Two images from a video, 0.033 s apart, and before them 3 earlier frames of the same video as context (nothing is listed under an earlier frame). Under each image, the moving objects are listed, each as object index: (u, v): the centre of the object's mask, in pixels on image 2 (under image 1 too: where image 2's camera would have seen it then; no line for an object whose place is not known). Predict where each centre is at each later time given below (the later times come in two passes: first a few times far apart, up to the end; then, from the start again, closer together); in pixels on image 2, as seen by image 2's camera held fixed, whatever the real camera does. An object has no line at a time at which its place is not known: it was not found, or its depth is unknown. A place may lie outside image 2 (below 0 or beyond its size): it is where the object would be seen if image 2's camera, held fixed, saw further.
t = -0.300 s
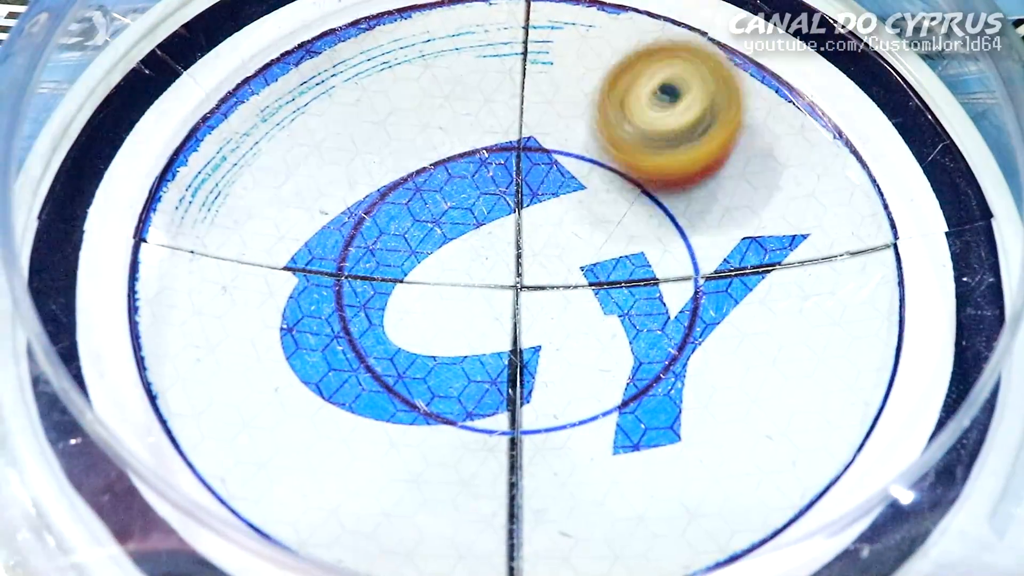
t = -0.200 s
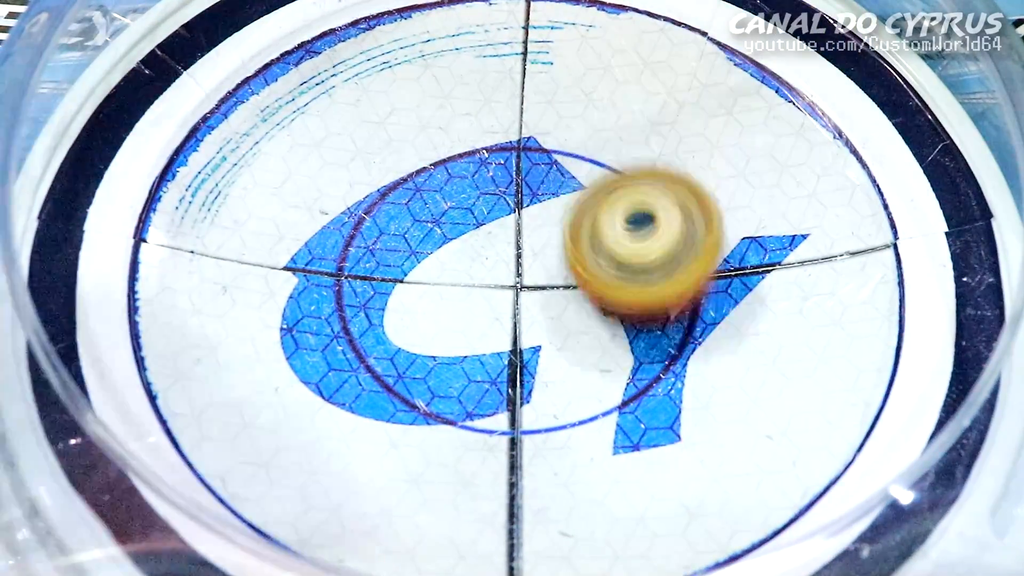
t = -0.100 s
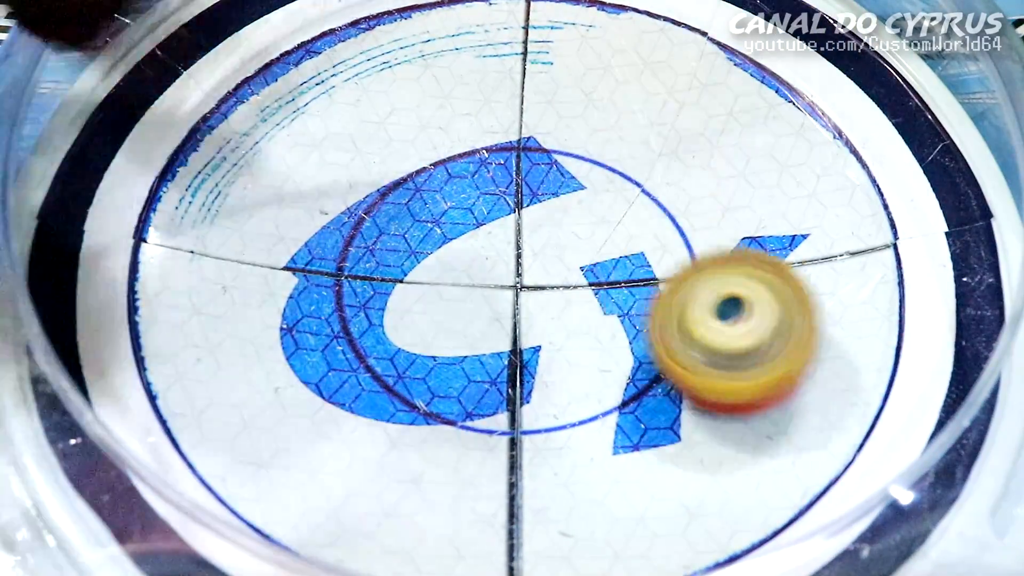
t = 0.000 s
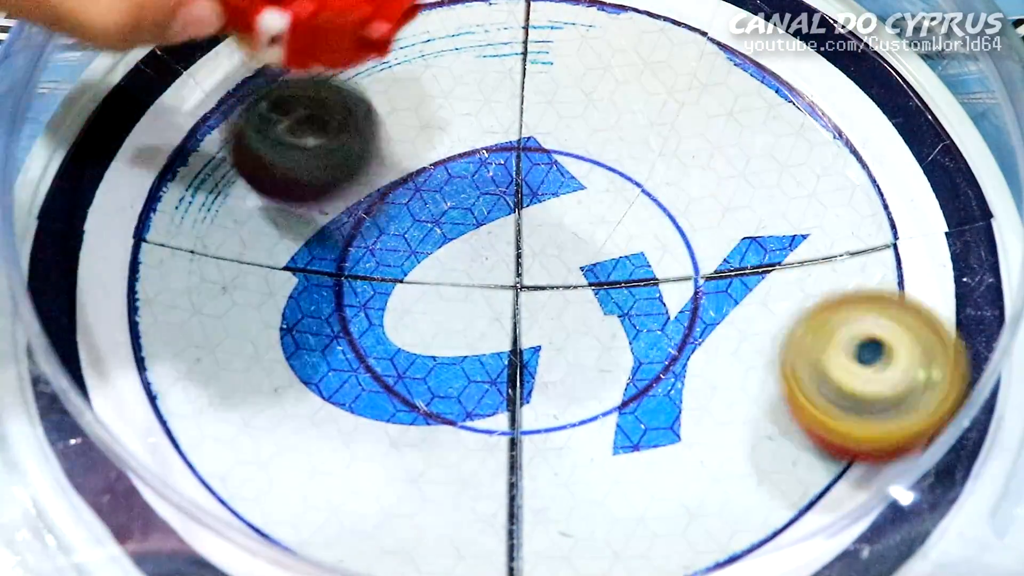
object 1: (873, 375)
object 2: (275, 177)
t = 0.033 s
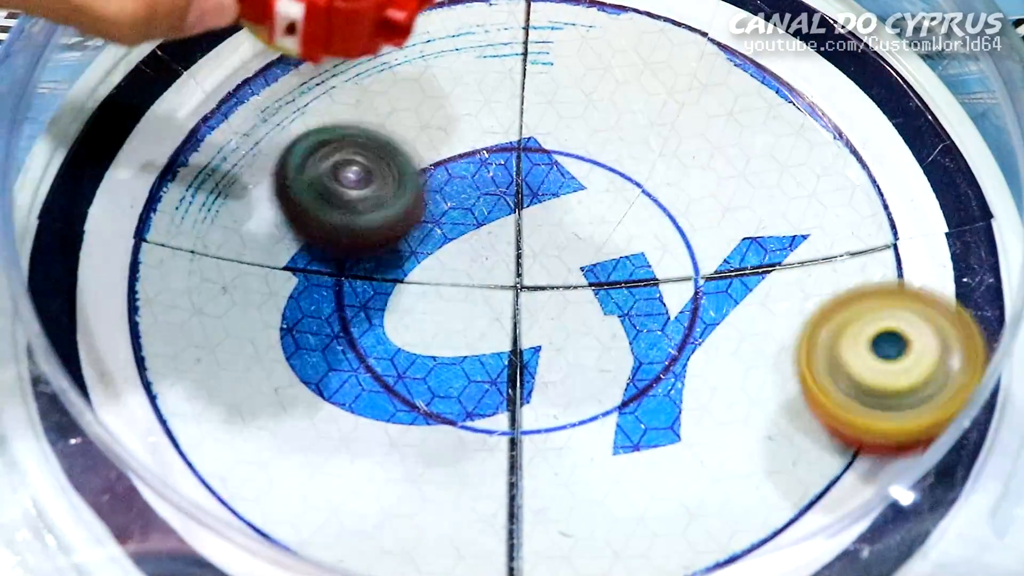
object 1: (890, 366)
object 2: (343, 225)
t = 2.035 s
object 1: (482, 324)
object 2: (633, 65)
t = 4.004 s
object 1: (728, 118)
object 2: (339, 434)
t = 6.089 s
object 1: (430, 214)
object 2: (736, 329)
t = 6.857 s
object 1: (477, 189)
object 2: (413, 416)
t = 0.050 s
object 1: (893, 366)
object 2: (358, 222)
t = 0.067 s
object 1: (900, 364)
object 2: (372, 224)
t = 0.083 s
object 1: (908, 361)
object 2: (389, 229)
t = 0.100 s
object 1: (916, 357)
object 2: (396, 238)
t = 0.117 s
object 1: (925, 353)
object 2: (411, 253)
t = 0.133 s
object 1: (946, 356)
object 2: (436, 274)
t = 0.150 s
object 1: (954, 351)
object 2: (454, 278)
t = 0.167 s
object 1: (949, 336)
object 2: (466, 272)
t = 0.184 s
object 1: (953, 331)
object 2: (476, 274)
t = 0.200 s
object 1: (955, 327)
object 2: (488, 277)
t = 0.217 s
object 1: (955, 322)
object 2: (504, 284)
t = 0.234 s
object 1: (959, 322)
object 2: (510, 275)
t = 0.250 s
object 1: (951, 312)
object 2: (523, 274)
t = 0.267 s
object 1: (946, 307)
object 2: (533, 272)
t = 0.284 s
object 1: (938, 302)
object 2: (539, 264)
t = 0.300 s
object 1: (926, 298)
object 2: (544, 255)
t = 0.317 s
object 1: (907, 292)
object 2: (552, 241)
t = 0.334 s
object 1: (882, 289)
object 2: (555, 231)
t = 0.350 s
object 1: (854, 287)
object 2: (557, 217)
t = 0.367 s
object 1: (832, 285)
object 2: (556, 199)
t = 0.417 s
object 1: (779, 288)
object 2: (544, 144)
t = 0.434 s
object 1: (764, 288)
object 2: (531, 128)
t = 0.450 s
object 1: (747, 286)
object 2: (525, 109)
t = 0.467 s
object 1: (729, 282)
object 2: (511, 93)
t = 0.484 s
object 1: (705, 278)
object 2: (498, 81)
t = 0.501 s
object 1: (679, 275)
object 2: (485, 70)
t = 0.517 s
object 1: (652, 275)
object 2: (464, 61)
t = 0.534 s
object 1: (623, 279)
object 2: (453, 57)
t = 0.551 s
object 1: (596, 284)
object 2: (436, 53)
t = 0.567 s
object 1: (573, 292)
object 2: (422, 46)
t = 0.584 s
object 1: (548, 302)
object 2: (408, 41)
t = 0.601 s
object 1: (526, 315)
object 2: (390, 41)
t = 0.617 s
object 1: (505, 330)
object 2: (369, 39)
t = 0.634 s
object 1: (484, 348)
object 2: (352, 41)
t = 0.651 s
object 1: (464, 367)
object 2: (330, 47)
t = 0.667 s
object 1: (447, 386)
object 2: (305, 55)
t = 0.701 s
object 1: (423, 428)
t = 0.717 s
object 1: (414, 451)
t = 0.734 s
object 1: (410, 476)
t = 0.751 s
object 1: (409, 495)
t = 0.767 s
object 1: (414, 510)
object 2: (221, 196)
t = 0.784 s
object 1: (424, 521)
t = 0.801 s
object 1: (439, 528)
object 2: (213, 277)
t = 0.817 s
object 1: (464, 532)
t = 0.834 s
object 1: (489, 537)
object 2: (251, 349)
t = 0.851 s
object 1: (509, 540)
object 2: (291, 386)
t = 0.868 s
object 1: (523, 543)
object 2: (316, 419)
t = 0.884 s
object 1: (534, 543)
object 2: (368, 450)
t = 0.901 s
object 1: (541, 544)
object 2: (419, 476)
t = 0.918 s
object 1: (548, 544)
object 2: (469, 493)
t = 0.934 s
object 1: (555, 542)
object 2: (489, 493)
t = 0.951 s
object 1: (563, 540)
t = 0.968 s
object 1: (564, 543)
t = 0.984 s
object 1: (563, 545)
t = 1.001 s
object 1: (563, 546)
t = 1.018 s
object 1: (562, 546)
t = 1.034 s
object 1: (560, 544)
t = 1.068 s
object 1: (558, 540)
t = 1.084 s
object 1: (556, 538)
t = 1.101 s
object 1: (556, 535)
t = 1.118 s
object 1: (559, 531)
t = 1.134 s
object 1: (562, 527)
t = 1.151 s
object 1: (572, 521)
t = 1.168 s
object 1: (583, 511)
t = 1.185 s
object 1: (591, 499)
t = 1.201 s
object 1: (594, 479)
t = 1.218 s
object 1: (591, 456)
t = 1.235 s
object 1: (583, 433)
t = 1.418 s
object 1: (362, 282)
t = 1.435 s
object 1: (337, 277)
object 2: (314, 10)
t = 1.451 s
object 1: (314, 274)
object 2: (312, 35)
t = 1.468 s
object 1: (289, 273)
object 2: (295, 74)
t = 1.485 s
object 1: (266, 272)
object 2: (280, 113)
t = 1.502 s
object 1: (243, 273)
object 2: (260, 158)
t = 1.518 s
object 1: (217, 294)
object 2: (235, 177)
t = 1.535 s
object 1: (197, 322)
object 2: (238, 177)
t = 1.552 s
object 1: (175, 354)
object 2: (248, 177)
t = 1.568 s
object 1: (163, 376)
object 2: (252, 184)
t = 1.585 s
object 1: (167, 390)
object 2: (261, 190)
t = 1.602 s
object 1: (176, 409)
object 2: (269, 199)
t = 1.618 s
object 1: (170, 435)
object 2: (281, 209)
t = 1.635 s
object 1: (169, 448)
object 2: (297, 218)
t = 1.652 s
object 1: (165, 463)
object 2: (308, 226)
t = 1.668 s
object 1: (161, 481)
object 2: (327, 239)
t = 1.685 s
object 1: (162, 494)
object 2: (342, 247)
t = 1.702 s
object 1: (166, 503)
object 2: (365, 250)
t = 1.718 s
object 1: (174, 508)
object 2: (382, 255)
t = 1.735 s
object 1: (183, 513)
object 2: (401, 258)
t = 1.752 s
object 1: (195, 515)
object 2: (425, 259)
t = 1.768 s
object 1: (210, 518)
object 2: (448, 258)
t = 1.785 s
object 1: (227, 519)
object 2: (477, 257)
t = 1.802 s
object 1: (270, 498)
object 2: (505, 252)
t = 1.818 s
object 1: (283, 500)
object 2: (527, 244)
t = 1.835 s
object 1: (300, 499)
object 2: (540, 234)
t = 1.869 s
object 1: (338, 496)
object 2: (580, 210)
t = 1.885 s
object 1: (360, 491)
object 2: (591, 200)
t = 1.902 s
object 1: (386, 482)
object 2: (607, 184)
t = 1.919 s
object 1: (411, 465)
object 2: (610, 164)
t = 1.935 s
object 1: (434, 445)
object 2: (623, 150)
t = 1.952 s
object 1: (450, 425)
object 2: (635, 139)
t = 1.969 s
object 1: (462, 404)
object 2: (639, 122)
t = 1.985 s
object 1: (472, 382)
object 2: (648, 106)
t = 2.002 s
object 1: (477, 363)
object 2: (647, 90)
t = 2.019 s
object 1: (480, 344)
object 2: (642, 74)
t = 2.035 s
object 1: (482, 324)
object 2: (633, 65)
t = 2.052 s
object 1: (481, 304)
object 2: (630, 51)
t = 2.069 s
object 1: (479, 286)
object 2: (621, 41)
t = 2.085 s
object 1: (476, 268)
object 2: (609, 34)
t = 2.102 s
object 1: (470, 252)
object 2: (605, 26)
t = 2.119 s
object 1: (463, 237)
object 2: (593, 22)
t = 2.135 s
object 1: (456, 224)
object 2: (580, 21)
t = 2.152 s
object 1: (447, 209)
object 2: (567, 21)
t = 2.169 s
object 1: (436, 192)
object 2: (551, 22)
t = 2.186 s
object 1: (424, 177)
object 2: (537, 23)
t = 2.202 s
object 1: (413, 164)
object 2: (522, 27)
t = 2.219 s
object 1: (400, 152)
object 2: (509, 34)
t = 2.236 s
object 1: (387, 141)
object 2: (495, 41)
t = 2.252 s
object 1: (375, 132)
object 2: (481, 51)
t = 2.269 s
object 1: (360, 122)
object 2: (471, 67)
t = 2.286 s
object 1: (328, 119)
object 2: (495, 79)
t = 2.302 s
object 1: (293, 120)
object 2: (521, 85)
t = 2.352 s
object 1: (219, 130)
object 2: (598, 92)
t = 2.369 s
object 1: (202, 138)
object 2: (617, 97)
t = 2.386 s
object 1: (190, 149)
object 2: (636, 98)
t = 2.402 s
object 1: (181, 162)
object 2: (653, 98)
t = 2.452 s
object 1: (159, 213)
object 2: (702, 99)
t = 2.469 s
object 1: (150, 231)
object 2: (719, 97)
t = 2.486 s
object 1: (142, 249)
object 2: (728, 95)
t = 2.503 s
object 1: (142, 270)
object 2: (739, 89)
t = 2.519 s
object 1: (148, 295)
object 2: (748, 87)
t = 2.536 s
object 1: (162, 318)
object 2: (751, 80)
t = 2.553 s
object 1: (180, 338)
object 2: (752, 76)
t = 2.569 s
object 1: (201, 352)
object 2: (760, 83)
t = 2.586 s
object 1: (225, 363)
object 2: (758, 88)
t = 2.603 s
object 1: (253, 372)
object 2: (750, 92)
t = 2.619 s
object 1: (280, 377)
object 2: (740, 92)
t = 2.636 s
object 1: (308, 380)
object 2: (746, 101)
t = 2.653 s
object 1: (335, 381)
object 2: (743, 105)
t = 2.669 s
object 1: (363, 378)
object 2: (740, 113)
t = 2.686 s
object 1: (387, 373)
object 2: (738, 114)
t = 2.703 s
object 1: (409, 365)
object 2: (738, 122)
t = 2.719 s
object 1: (431, 358)
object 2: (738, 129)
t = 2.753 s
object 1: (470, 339)
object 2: (741, 145)
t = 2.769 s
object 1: (488, 326)
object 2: (743, 154)
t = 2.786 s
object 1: (503, 313)
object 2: (748, 161)
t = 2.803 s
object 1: (516, 300)
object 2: (746, 176)
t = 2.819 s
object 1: (529, 288)
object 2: (752, 186)
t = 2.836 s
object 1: (539, 274)
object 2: (758, 194)
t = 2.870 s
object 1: (556, 246)
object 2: (766, 217)
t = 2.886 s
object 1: (564, 232)
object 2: (772, 226)
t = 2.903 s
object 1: (571, 217)
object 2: (774, 238)
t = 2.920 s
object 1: (575, 203)
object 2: (785, 247)
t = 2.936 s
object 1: (579, 190)
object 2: (785, 259)
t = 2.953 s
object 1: (581, 176)
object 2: (793, 272)
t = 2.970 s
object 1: (585, 163)
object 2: (802, 279)
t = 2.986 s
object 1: (586, 148)
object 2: (809, 288)
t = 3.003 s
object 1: (588, 134)
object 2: (815, 297)
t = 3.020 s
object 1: (588, 120)
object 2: (823, 306)
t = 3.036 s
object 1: (587, 106)
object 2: (833, 313)
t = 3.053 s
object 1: (587, 92)
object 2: (841, 322)
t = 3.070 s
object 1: (583, 79)
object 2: (847, 336)
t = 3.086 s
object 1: (579, 68)
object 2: (860, 338)
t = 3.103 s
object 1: (573, 59)
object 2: (867, 353)
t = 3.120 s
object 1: (567, 52)
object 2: (880, 361)
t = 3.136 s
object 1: (558, 46)
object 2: (886, 369)
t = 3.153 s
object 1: (548, 42)
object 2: (886, 378)
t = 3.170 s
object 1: (537, 37)
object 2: (879, 379)
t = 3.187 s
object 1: (525, 34)
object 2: (869, 378)
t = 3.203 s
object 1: (512, 32)
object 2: (860, 385)
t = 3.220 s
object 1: (497, 30)
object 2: (850, 386)
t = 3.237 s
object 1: (482, 30)
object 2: (842, 395)
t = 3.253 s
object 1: (468, 30)
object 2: (835, 402)
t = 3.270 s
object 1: (454, 33)
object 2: (824, 415)
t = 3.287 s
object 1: (441, 36)
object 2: (814, 426)
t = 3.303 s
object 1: (433, 40)
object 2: (806, 437)
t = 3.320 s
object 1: (429, 47)
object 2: (796, 447)
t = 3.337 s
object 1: (427, 51)
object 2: (779, 456)
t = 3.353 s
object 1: (426, 59)
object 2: (770, 463)
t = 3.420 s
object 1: (415, 114)
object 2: (719, 482)
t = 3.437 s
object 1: (415, 133)
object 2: (710, 485)
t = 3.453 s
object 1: (420, 150)
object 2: (702, 489)
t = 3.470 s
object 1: (428, 168)
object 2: (697, 492)
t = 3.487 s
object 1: (438, 183)
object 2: (686, 498)
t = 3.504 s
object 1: (451, 199)
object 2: (678, 498)
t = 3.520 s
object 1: (465, 210)
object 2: (671, 506)
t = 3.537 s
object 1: (481, 222)
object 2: (663, 506)
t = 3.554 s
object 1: (496, 232)
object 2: (653, 507)
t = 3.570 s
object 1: (515, 242)
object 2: (645, 510)
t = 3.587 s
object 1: (534, 249)
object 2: (638, 514)
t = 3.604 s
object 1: (551, 253)
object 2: (631, 514)
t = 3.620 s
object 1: (567, 256)
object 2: (623, 513)
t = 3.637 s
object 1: (583, 260)
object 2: (615, 513)
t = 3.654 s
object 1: (600, 262)
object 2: (607, 513)
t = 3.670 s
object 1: (617, 264)
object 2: (595, 512)
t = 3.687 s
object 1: (634, 264)
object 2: (586, 512)
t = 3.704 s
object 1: (652, 265)
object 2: (576, 510)
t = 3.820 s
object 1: (758, 225)
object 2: (488, 484)
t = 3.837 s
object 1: (771, 217)
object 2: (477, 482)
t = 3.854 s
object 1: (782, 207)
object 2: (462, 478)
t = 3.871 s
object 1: (790, 194)
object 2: (447, 472)
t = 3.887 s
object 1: (793, 183)
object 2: (434, 467)
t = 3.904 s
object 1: (792, 172)
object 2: (421, 462)
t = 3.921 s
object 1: (790, 159)
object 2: (405, 455)
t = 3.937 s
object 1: (783, 147)
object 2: (392, 450)
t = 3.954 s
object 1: (773, 137)
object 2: (379, 446)
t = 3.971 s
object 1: (761, 129)
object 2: (366, 443)
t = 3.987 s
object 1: (746, 122)
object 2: (353, 439)
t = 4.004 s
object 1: (728, 118)
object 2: (339, 434)
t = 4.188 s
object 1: (557, 212)
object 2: (219, 400)
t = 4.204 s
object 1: (547, 228)
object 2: (216, 401)
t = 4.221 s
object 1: (539, 244)
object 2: (209, 400)
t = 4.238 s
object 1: (534, 259)
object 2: (207, 395)
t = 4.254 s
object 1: (530, 274)
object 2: (203, 393)
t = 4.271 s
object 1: (528, 288)
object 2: (197, 391)
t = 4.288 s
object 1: (527, 303)
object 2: (200, 387)
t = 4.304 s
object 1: (529, 319)
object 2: (199, 381)
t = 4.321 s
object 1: (531, 334)
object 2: (199, 377)
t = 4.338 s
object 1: (535, 348)
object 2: (203, 371)
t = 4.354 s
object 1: (540, 363)
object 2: (206, 366)
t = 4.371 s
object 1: (547, 376)
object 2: (216, 362)
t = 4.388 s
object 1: (556, 389)
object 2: (222, 358)
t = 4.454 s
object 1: (600, 433)
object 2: (262, 335)
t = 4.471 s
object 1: (616, 440)
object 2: (275, 327)
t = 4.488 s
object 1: (631, 447)
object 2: (288, 321)
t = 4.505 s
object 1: (647, 449)
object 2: (296, 308)
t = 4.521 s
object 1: (664, 450)
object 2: (310, 298)
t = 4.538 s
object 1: (679, 449)
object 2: (319, 285)
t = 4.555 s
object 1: (694, 443)
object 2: (329, 276)
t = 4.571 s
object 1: (705, 435)
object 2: (339, 264)
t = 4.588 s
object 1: (712, 423)
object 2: (349, 252)
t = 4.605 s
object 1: (715, 411)
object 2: (350, 234)
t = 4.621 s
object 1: (714, 397)
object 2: (364, 224)
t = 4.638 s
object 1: (708, 381)
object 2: (367, 211)
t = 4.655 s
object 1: (699, 366)
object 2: (367, 198)
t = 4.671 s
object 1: (692, 352)
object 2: (376, 187)
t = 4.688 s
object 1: (678, 336)
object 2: (380, 174)
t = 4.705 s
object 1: (665, 323)
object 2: (378, 161)
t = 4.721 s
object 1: (651, 311)
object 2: (380, 147)
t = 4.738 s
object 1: (634, 300)
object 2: (380, 135)
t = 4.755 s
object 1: (616, 292)
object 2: (381, 122)
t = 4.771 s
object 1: (594, 287)
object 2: (378, 110)
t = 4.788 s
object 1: (576, 283)
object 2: (378, 98)
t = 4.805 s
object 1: (554, 280)
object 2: (373, 85)
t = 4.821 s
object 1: (533, 280)
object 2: (379, 72)
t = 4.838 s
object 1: (515, 281)
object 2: (376, 61)
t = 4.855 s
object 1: (497, 283)
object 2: (378, 51)
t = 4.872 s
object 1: (482, 285)
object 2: (381, 42)
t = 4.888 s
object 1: (465, 289)
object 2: (377, 39)
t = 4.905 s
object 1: (448, 293)
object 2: (378, 34)
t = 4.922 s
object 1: (431, 298)
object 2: (377, 30)
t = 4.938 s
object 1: (414, 304)
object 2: (373, 30)
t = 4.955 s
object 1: (400, 311)
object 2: (370, 33)
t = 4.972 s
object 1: (387, 319)
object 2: (366, 34)
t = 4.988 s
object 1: (372, 328)
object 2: (364, 34)
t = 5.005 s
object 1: (362, 336)
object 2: (362, 41)
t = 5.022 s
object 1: (353, 346)
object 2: (359, 45)
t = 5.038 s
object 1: (344, 358)
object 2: (359, 51)
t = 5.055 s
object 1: (338, 370)
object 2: (365, 58)
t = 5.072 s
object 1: (333, 383)
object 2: (368, 65)
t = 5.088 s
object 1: (331, 395)
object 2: (376, 72)
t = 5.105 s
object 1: (331, 408)
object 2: (382, 78)
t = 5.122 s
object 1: (336, 420)
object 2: (395, 82)
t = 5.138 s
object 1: (346, 431)
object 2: (403, 90)
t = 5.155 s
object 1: (357, 439)
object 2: (411, 97)
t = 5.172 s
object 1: (374, 445)
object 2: (421, 104)
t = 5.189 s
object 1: (392, 447)
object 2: (429, 113)
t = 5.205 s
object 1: (410, 445)
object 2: (439, 114)
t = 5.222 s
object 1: (429, 441)
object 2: (452, 122)
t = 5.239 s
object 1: (445, 433)
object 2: (459, 138)
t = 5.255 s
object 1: (458, 424)
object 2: (473, 146)
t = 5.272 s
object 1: (471, 413)
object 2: (481, 156)
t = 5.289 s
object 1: (482, 398)
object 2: (494, 170)
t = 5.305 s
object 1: (490, 384)
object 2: (507, 182)
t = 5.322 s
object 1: (495, 368)
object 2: (523, 189)
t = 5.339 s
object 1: (500, 350)
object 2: (530, 202)
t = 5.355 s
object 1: (502, 335)
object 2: (552, 208)
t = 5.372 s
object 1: (502, 319)
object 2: (571, 219)
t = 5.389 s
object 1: (502, 300)
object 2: (598, 220)
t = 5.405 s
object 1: (499, 286)
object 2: (613, 222)
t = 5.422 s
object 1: (494, 271)
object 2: (637, 226)
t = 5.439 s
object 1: (488, 254)
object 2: (658, 232)
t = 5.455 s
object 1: (480, 241)
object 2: (683, 233)
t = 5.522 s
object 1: (445, 197)
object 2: (757, 225)
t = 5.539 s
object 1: (433, 186)
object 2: (776, 218)
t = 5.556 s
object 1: (420, 178)
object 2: (789, 217)
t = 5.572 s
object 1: (408, 170)
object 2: (802, 210)
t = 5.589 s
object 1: (395, 163)
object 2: (805, 205)
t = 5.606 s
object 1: (381, 158)
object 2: (818, 194)
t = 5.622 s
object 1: (368, 154)
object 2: (832, 190)
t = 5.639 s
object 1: (354, 152)
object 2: (836, 178)
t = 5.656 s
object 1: (340, 150)
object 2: (838, 178)
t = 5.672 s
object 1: (327, 151)
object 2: (843, 171)
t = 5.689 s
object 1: (313, 153)
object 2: (839, 161)
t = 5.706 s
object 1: (300, 157)
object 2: (835, 153)
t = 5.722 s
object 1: (289, 163)
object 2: (824, 153)
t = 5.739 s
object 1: (279, 171)
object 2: (816, 144)
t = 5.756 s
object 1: (273, 180)
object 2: (807, 145)
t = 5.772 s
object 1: (270, 192)
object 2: (803, 145)
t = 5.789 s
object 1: (270, 205)
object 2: (792, 146)
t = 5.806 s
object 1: (274, 218)
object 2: (780, 147)
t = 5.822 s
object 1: (285, 230)
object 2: (769, 153)
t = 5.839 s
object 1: (296, 239)
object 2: (758, 157)
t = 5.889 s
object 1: (343, 260)
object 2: (722, 179)
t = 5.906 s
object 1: (361, 264)
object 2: (709, 190)
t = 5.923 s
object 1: (380, 266)
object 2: (695, 200)
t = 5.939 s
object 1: (400, 266)
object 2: (681, 209)
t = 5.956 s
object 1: (418, 263)
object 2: (668, 223)
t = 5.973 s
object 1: (439, 261)
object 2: (659, 239)
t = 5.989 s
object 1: (458, 256)
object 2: (644, 258)
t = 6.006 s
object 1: (467, 250)
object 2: (640, 272)
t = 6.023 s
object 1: (458, 243)
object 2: (653, 292)
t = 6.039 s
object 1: (450, 234)
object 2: (675, 306)
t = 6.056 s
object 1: (443, 228)
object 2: (696, 321)
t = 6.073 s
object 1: (437, 221)
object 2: (714, 324)
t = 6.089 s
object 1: (430, 214)
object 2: (736, 329)
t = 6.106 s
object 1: (421, 207)
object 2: (753, 330)
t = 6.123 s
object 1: (412, 202)
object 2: (765, 339)
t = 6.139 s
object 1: (402, 198)
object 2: (781, 342)
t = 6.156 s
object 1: (393, 197)
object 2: (801, 342)
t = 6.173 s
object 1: (383, 197)
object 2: (814, 345)
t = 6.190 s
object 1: (375, 199)
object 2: (825, 353)
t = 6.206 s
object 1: (370, 202)
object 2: (835, 361)
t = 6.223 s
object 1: (365, 205)
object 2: (851, 370)
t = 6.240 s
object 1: (363, 209)
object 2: (861, 377)
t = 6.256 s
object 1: (363, 214)
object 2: (871, 386)
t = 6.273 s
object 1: (363, 218)
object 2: (878, 391)
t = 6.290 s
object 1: (368, 222)
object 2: (876, 390)
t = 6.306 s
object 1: (372, 228)
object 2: (870, 392)
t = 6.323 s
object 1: (379, 232)
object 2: (864, 390)
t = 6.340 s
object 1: (389, 236)
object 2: (860, 388)
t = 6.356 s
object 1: (401, 238)
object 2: (853, 388)
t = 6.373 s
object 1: (415, 238)
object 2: (843, 389)
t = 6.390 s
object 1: (428, 238)
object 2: (836, 390)
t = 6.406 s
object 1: (443, 237)
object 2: (831, 396)
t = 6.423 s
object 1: (456, 231)
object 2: (822, 403)
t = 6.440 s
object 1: (466, 227)
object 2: (812, 405)
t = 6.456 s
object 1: (476, 221)
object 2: (801, 412)
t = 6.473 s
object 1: (483, 214)
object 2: (790, 411)
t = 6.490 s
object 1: (489, 207)
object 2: (777, 413)
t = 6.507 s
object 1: (494, 198)
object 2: (759, 411)
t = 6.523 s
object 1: (497, 190)
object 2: (741, 411)
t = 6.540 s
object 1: (501, 181)
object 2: (730, 403)
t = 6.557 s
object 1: (503, 173)
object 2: (716, 401)
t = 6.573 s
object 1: (504, 165)
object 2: (699, 398)
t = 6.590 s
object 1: (503, 157)
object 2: (682, 394)
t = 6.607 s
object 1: (501, 150)
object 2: (669, 387)
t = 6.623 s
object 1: (499, 144)
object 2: (654, 383)
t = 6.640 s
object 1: (494, 140)
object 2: (635, 386)
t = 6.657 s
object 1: (490, 138)
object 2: (618, 385)
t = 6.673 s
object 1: (485, 138)
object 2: (607, 384)
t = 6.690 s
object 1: (479, 138)
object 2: (590, 383)
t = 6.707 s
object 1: (475, 138)
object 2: (569, 386)
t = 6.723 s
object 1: (469, 141)
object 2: (551, 390)
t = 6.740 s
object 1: (465, 145)
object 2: (532, 390)
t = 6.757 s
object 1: (462, 150)
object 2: (513, 393)
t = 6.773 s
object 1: (460, 156)
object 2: (495, 399)
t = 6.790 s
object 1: (461, 161)
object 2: (477, 404)
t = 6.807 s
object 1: (462, 168)
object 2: (458, 402)
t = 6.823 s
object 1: (466, 175)
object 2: (443, 406)
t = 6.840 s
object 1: (471, 182)
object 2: (428, 412)
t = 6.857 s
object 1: (477, 189)
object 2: (413, 416)
